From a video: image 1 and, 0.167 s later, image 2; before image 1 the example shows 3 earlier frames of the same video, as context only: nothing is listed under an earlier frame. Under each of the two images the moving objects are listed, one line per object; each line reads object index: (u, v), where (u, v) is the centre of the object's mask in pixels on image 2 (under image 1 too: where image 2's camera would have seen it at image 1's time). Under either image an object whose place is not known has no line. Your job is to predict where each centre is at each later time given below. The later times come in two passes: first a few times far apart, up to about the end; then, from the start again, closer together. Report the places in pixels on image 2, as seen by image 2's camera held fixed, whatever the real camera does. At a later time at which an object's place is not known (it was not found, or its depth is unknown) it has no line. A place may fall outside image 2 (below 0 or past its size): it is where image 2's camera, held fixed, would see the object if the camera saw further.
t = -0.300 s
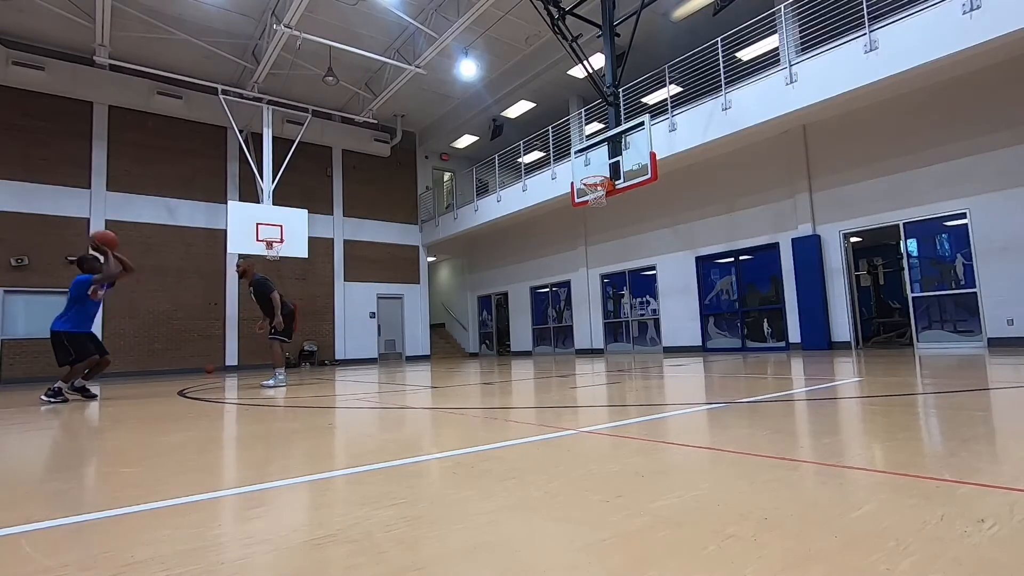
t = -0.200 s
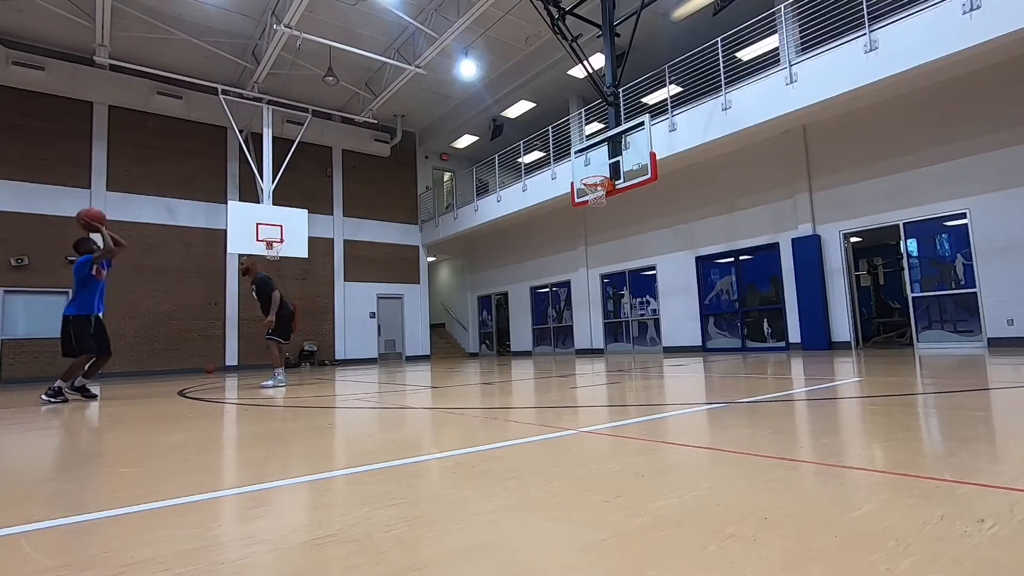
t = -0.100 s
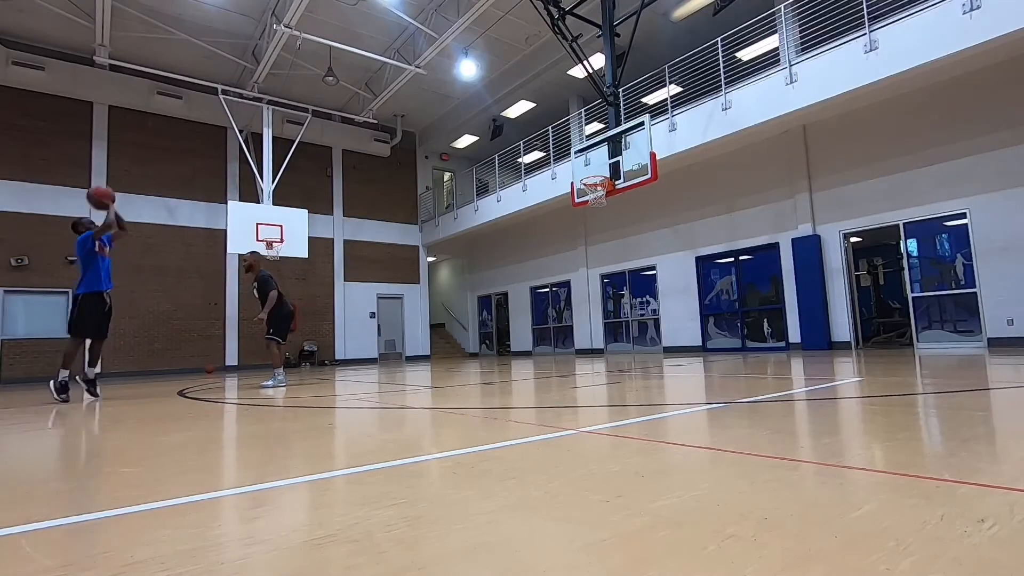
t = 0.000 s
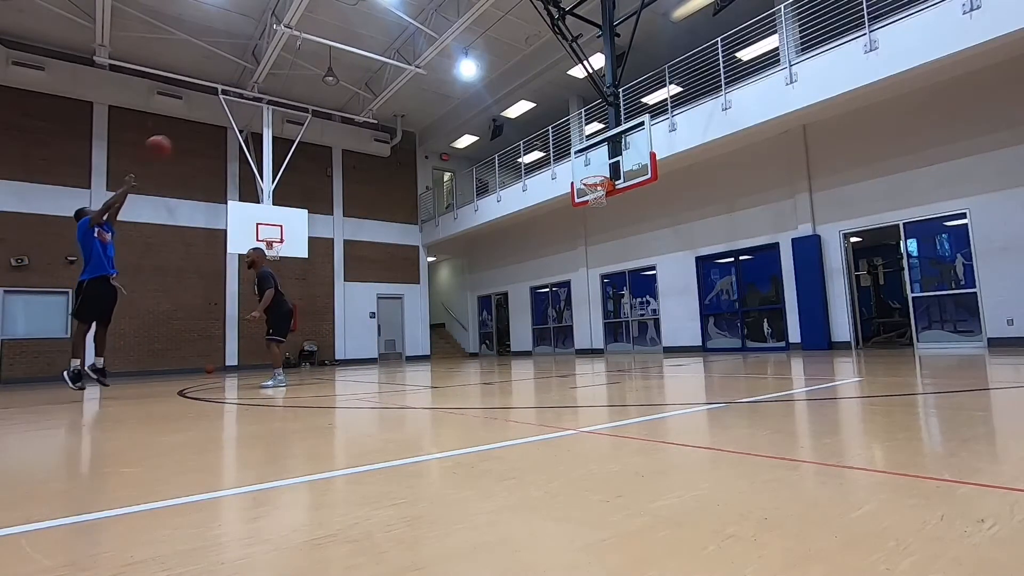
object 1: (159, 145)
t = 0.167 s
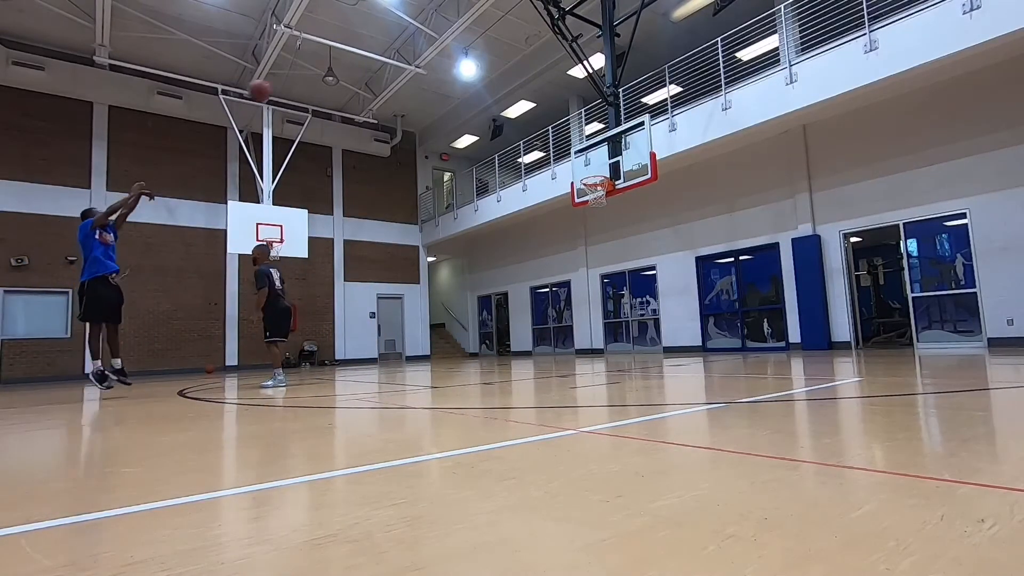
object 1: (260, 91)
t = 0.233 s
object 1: (294, 76)
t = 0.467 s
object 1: (399, 58)
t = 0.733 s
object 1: (493, 82)
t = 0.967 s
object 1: (563, 132)
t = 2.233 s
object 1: (460, 360)
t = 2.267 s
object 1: (458, 356)
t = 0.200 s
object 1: (277, 82)
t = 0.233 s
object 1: (294, 76)
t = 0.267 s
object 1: (312, 71)
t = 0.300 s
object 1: (327, 67)
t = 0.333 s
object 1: (341, 64)
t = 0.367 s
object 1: (357, 62)
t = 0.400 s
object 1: (371, 60)
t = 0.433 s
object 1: (384, 59)
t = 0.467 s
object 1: (399, 58)
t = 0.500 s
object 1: (412, 59)
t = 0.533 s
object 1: (424, 61)
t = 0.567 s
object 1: (436, 63)
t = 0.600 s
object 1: (448, 65)
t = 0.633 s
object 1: (458, 69)
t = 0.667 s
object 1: (473, 73)
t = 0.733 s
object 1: (493, 82)
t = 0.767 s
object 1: (504, 88)
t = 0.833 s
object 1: (524, 100)
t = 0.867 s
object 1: (535, 108)
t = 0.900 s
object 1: (544, 114)
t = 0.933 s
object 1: (554, 122)
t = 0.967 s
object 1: (563, 132)
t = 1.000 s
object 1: (572, 141)
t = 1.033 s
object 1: (582, 151)
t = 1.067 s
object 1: (590, 160)
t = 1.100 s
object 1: (599, 170)
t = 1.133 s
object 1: (601, 169)
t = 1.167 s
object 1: (604, 168)
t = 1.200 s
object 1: (606, 168)
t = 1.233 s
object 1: (605, 167)
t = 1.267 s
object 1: (600, 163)
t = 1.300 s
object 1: (594, 161)
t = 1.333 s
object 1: (589, 160)
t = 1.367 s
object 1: (585, 159)
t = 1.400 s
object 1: (580, 158)
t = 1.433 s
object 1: (575, 158)
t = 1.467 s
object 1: (570, 159)
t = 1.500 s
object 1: (565, 160)
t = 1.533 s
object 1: (561, 162)
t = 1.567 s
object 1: (556, 165)
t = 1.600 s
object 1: (551, 168)
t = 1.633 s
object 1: (546, 172)
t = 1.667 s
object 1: (541, 177)
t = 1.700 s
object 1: (536, 182)
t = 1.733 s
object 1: (532, 188)
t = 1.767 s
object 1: (527, 194)
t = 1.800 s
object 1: (522, 201)
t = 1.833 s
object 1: (517, 209)
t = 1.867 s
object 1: (512, 219)
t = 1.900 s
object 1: (508, 227)
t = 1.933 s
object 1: (503, 237)
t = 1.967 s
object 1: (498, 248)
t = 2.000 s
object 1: (493, 259)
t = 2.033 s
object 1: (489, 271)
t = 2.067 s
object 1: (484, 284)
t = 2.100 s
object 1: (479, 298)
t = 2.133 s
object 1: (474, 312)
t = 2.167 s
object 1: (469, 328)
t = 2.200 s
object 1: (465, 344)
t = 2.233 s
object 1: (460, 360)
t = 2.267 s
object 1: (458, 356)
